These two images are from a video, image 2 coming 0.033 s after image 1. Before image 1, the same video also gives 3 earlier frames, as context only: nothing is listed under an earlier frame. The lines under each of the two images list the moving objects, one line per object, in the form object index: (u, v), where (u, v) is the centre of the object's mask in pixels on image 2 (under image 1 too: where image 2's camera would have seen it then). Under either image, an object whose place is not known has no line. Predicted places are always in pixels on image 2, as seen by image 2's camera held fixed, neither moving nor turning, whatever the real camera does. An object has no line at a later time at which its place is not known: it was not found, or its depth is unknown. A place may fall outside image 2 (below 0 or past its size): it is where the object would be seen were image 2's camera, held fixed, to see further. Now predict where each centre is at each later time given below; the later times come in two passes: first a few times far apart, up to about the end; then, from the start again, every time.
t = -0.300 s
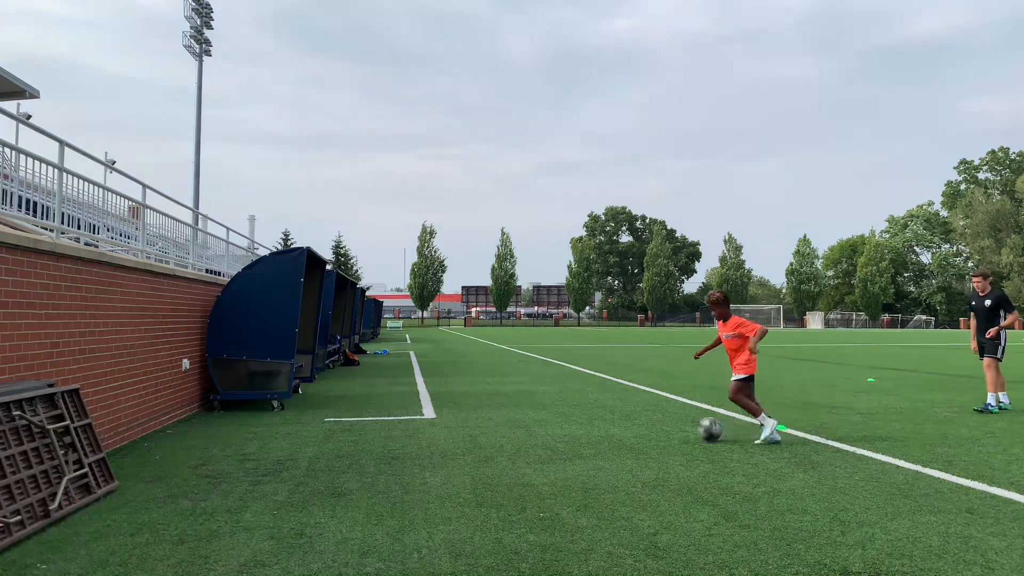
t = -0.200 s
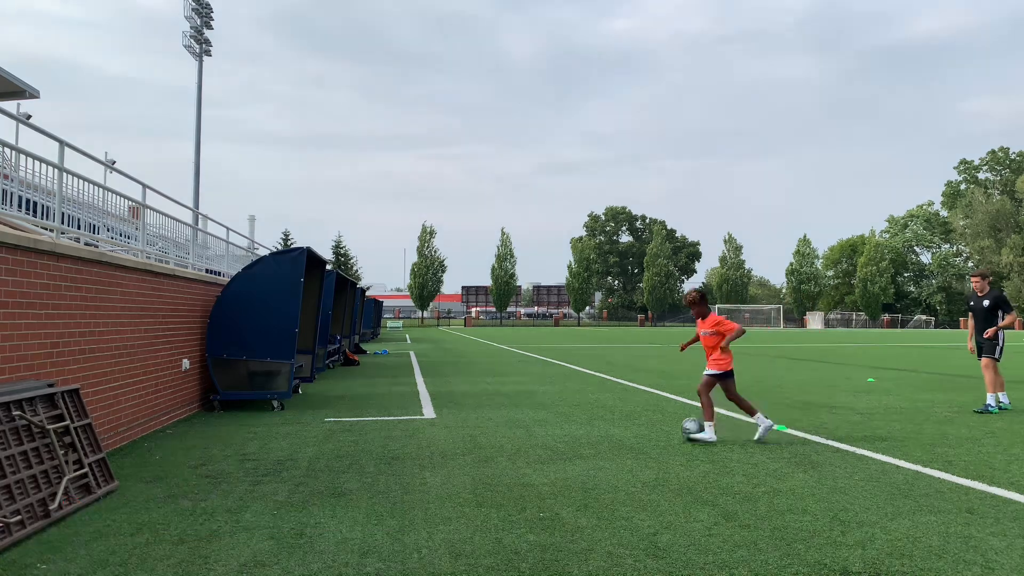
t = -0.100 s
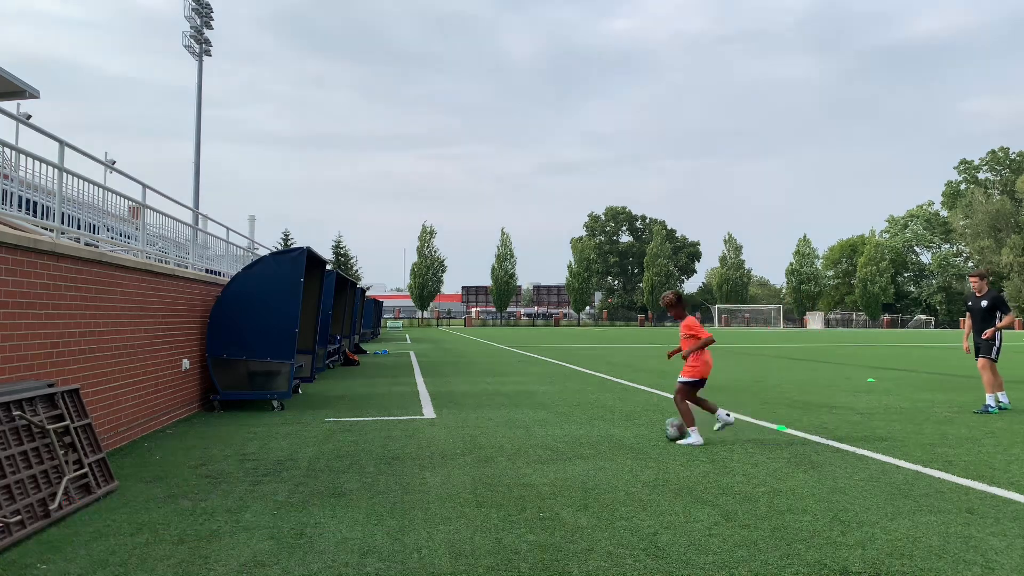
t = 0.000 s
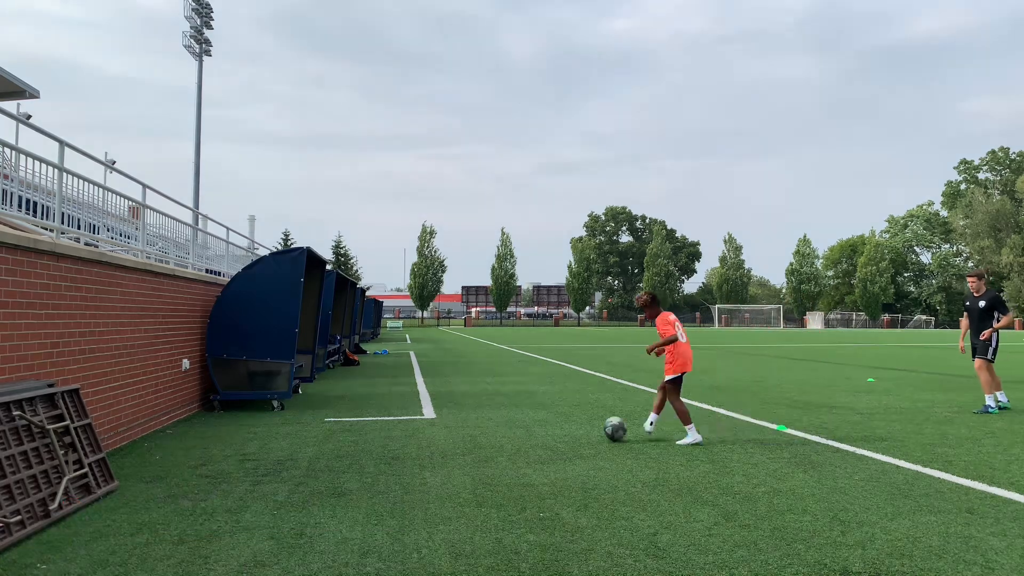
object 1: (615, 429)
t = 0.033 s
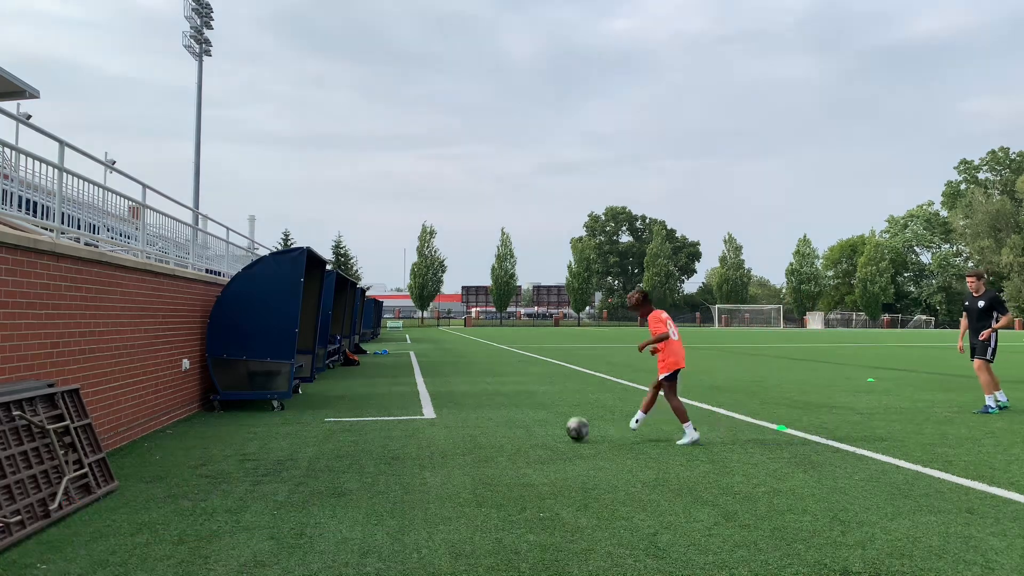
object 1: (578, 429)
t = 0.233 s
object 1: (366, 432)
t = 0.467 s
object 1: (148, 436)
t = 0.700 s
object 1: (281, 409)
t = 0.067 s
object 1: (541, 430)
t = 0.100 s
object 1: (504, 431)
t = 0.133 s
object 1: (469, 430)
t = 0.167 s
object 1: (434, 431)
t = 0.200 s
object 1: (399, 432)
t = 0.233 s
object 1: (366, 432)
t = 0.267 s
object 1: (333, 432)
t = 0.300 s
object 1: (300, 433)
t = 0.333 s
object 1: (268, 435)
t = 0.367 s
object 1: (236, 435)
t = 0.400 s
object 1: (206, 436)
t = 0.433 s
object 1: (176, 436)
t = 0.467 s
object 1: (148, 436)
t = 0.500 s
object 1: (137, 433)
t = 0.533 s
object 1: (161, 425)
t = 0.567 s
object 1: (186, 420)
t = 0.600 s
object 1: (210, 415)
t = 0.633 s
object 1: (234, 412)
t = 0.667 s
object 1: (257, 410)
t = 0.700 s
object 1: (281, 409)
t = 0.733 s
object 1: (304, 409)
